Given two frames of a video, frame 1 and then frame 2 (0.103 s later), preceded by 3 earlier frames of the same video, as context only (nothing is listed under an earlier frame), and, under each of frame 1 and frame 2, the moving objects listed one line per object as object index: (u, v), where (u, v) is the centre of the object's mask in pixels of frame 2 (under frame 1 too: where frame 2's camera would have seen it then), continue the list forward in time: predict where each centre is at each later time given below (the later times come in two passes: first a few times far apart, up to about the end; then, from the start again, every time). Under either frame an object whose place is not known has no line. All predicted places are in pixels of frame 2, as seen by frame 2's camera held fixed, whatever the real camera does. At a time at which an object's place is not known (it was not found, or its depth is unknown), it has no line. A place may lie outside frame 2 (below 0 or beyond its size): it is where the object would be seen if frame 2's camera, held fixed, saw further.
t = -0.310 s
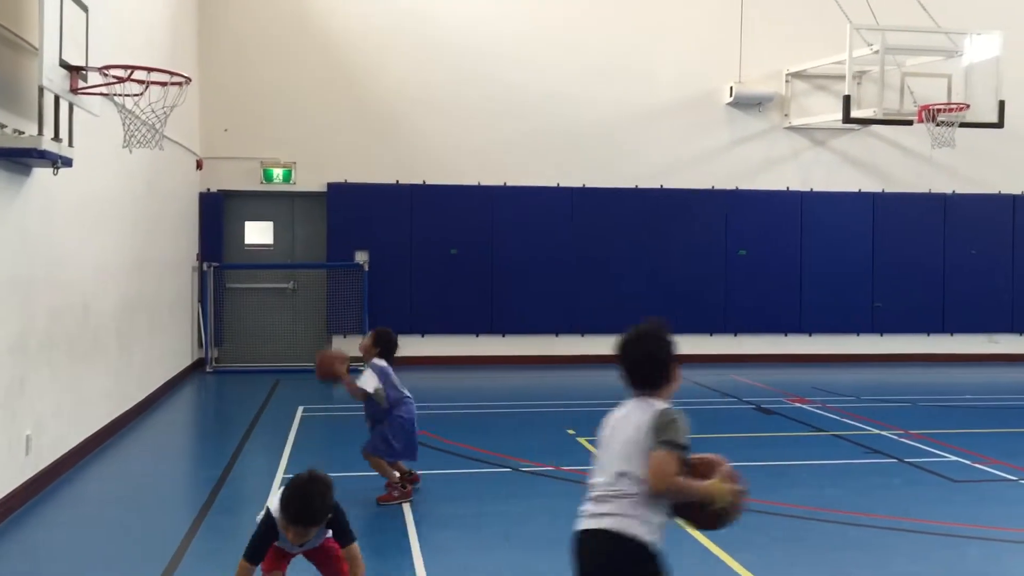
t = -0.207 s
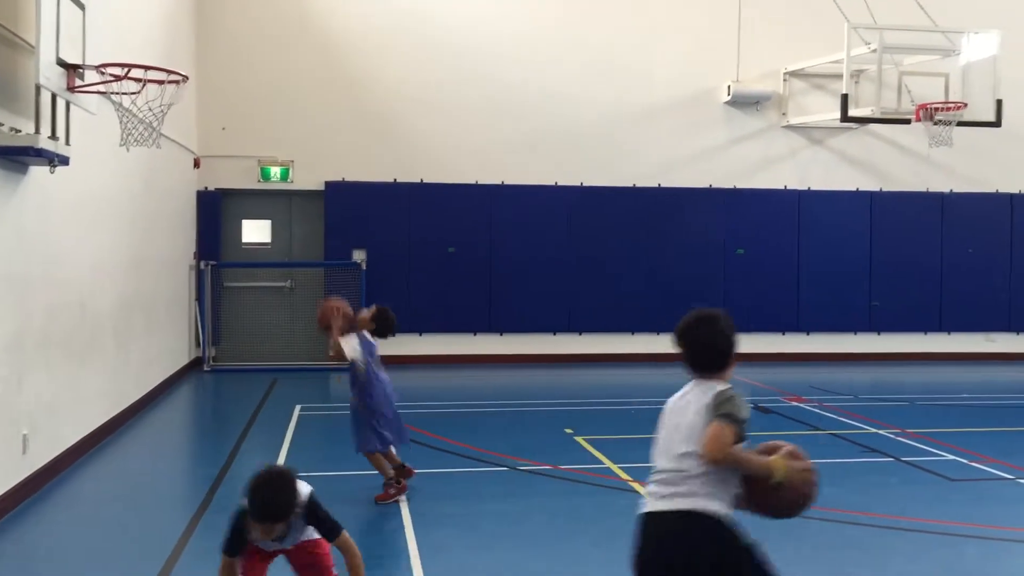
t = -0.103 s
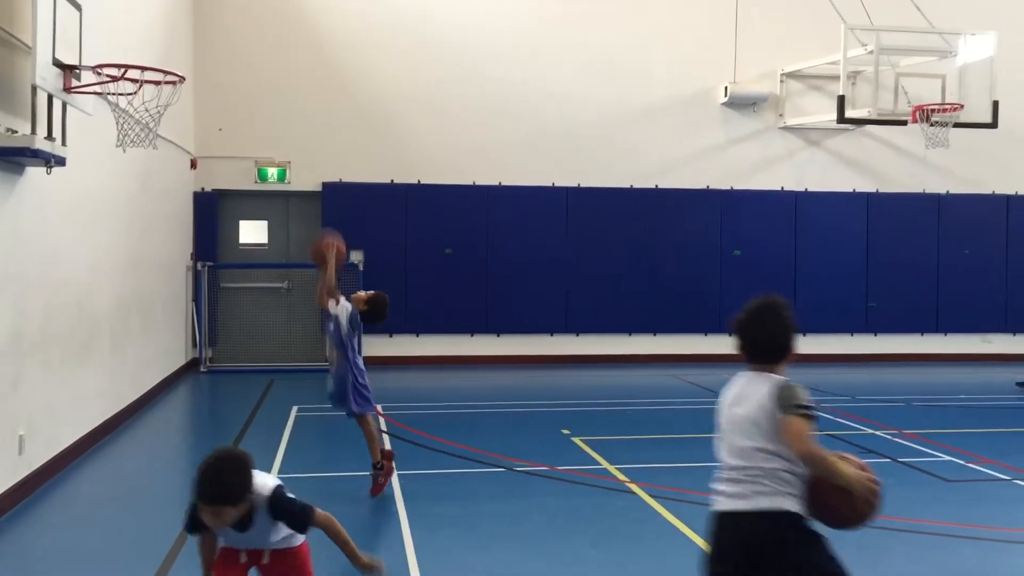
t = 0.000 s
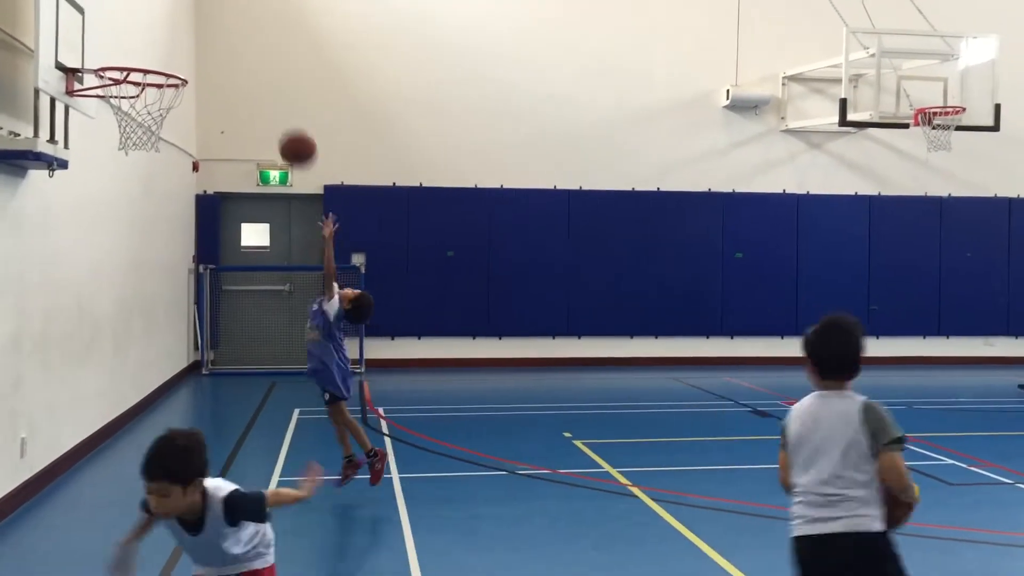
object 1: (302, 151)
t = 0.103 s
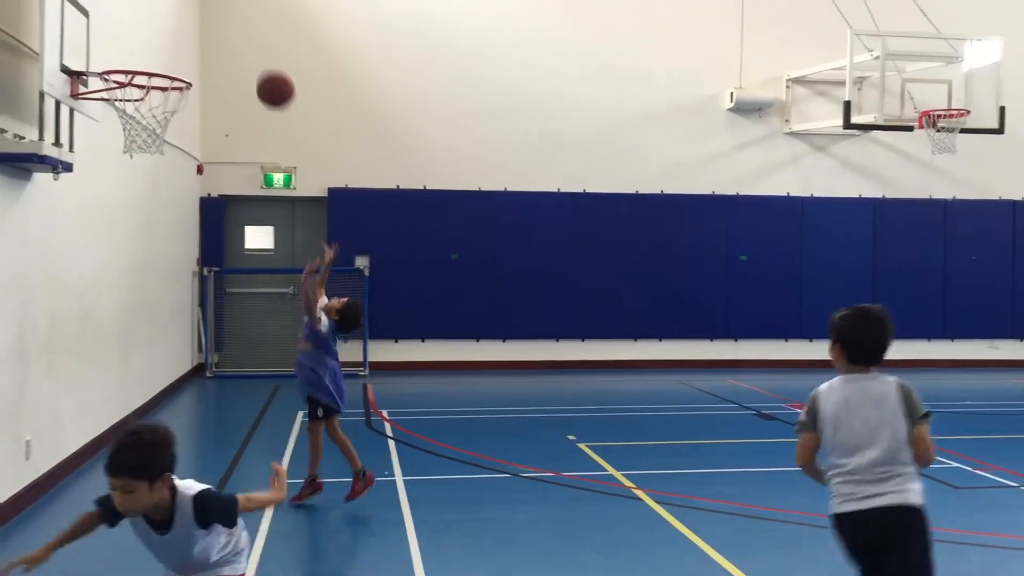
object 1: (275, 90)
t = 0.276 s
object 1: (229, 21)
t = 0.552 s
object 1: (153, 5)
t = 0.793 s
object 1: (114, 34)
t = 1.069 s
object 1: (154, 23)
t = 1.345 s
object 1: (148, 69)
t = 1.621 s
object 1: (139, 130)
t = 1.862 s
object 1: (163, 244)
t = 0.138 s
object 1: (266, 72)
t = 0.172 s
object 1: (257, 57)
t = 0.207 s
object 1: (248, 43)
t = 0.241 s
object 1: (238, 31)
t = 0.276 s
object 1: (229, 21)
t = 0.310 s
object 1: (220, 12)
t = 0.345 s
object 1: (211, 8)
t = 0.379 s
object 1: (202, 4)
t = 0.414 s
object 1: (192, 2)
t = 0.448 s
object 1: (183, 1)
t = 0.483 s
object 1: (173, 2)
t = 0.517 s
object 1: (163, 3)
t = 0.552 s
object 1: (153, 5)
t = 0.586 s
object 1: (143, 11)
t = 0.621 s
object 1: (133, 20)
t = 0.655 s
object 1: (123, 31)
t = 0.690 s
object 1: (114, 43)
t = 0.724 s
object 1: (106, 55)
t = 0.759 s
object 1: (110, 45)
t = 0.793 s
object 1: (114, 34)
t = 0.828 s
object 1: (118, 25)
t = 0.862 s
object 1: (123, 18)
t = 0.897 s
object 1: (127, 13)
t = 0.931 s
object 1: (132, 10)
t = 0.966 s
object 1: (136, 10)
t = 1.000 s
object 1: (145, 12)
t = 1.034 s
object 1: (149, 16)
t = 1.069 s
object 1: (154, 23)
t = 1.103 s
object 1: (158, 31)
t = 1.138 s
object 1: (163, 41)
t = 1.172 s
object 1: (168, 53)
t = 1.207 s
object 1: (173, 64)
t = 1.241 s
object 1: (170, 71)
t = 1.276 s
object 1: (162, 68)
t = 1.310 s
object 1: (156, 68)
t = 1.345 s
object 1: (148, 69)
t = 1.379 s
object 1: (141, 73)
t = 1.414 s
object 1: (133, 79)
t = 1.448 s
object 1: (126, 86)
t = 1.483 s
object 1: (125, 93)
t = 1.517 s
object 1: (128, 100)
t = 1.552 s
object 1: (132, 108)
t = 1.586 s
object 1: (135, 118)
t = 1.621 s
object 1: (139, 130)
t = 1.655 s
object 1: (142, 139)
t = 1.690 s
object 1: (146, 155)
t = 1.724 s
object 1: (150, 168)
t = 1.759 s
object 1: (152, 184)
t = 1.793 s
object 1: (156, 202)
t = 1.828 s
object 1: (159, 223)
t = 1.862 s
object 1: (163, 244)
